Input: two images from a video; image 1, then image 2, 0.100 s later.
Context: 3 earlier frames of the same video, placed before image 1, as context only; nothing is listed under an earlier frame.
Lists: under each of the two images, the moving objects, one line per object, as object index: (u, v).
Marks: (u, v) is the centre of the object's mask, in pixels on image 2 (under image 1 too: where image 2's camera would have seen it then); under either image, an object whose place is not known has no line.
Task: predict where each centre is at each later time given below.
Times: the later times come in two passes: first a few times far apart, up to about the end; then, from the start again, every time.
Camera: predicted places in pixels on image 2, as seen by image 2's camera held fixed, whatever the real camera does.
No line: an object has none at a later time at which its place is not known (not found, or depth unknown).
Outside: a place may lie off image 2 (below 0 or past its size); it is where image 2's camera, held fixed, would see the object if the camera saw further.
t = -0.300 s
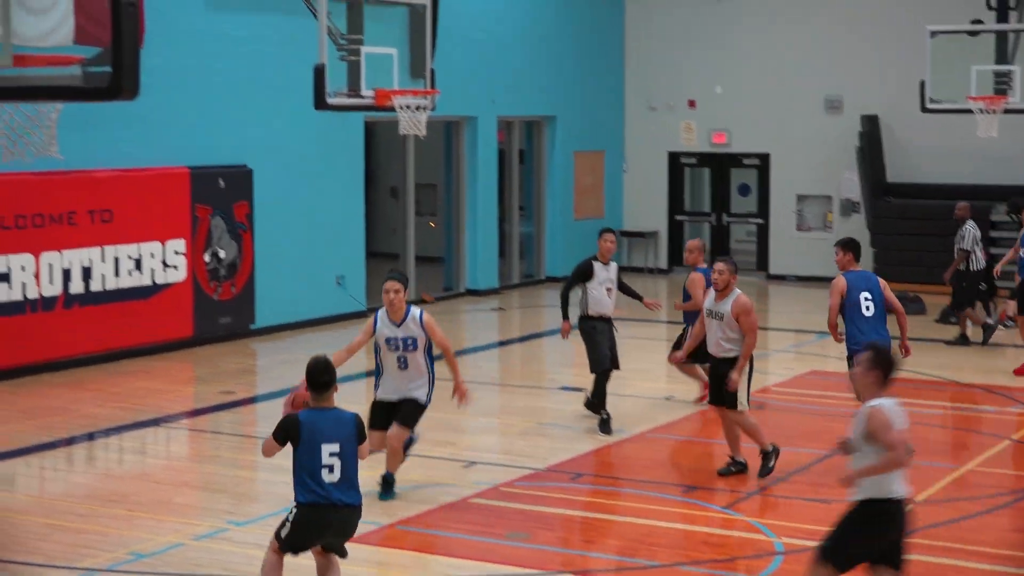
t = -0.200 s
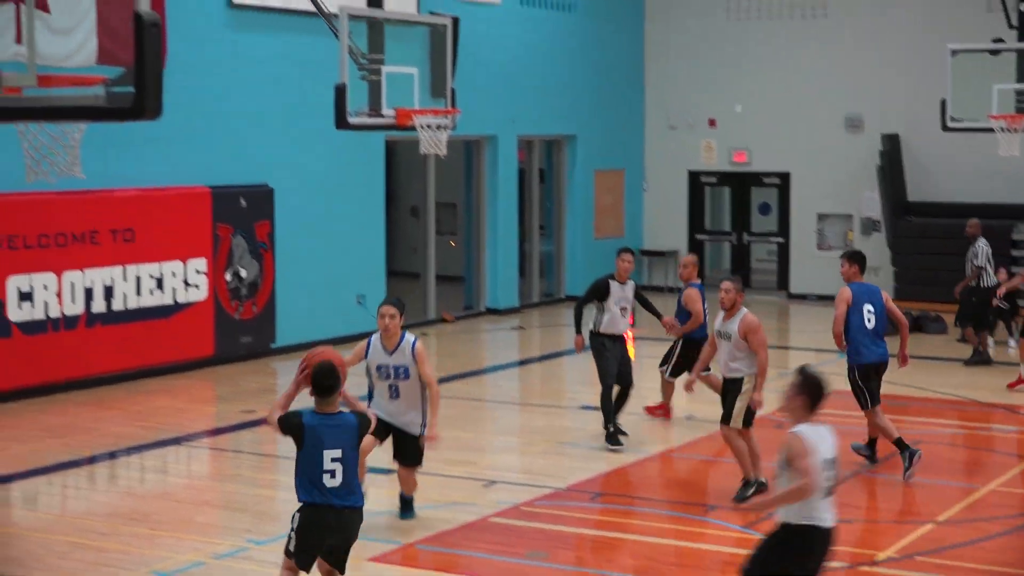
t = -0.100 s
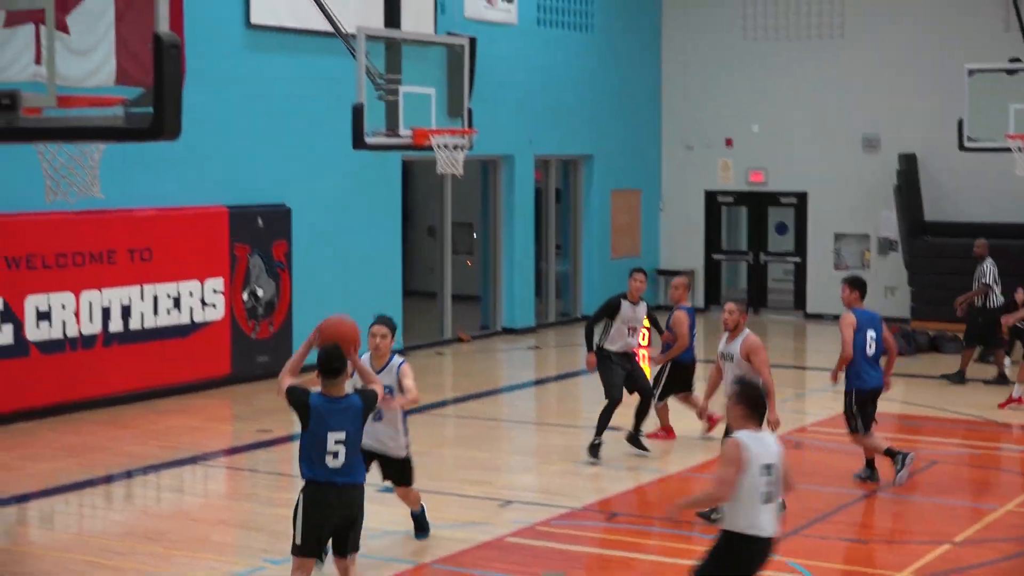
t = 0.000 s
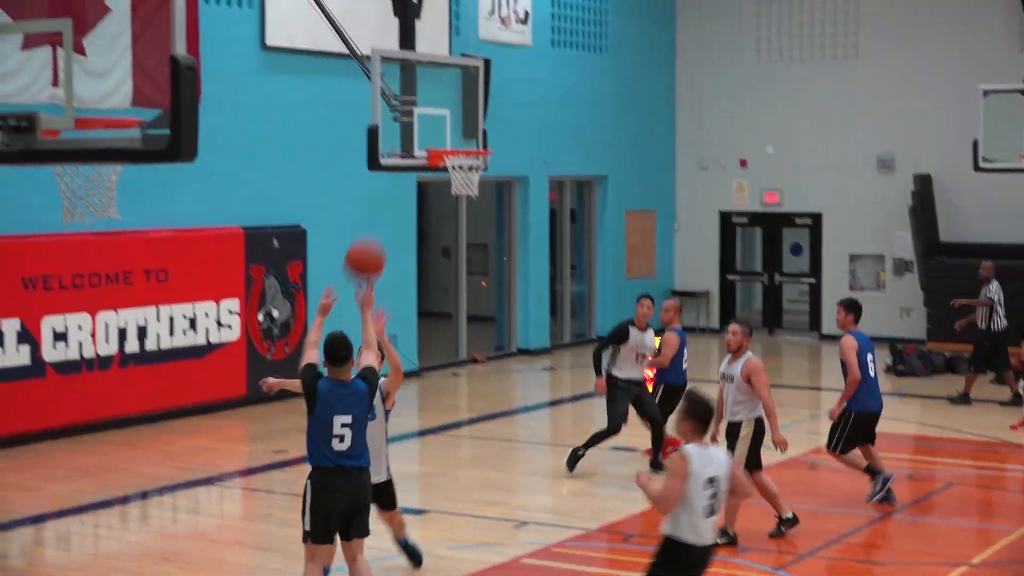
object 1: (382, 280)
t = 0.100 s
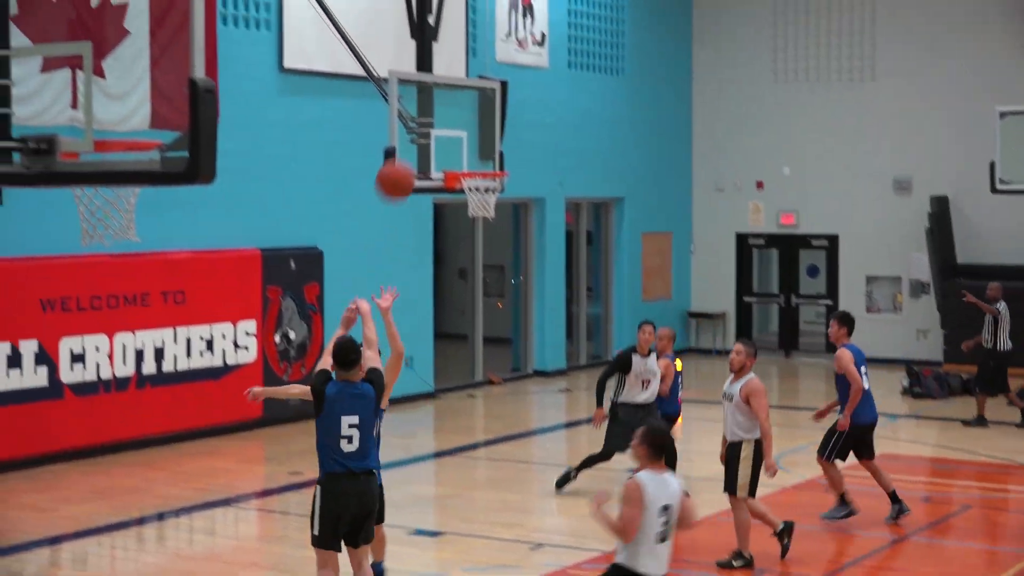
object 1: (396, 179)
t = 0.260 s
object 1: (414, 67)
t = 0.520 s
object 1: (439, -14)
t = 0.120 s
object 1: (398, 162)
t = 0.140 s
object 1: (400, 146)
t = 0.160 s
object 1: (403, 131)
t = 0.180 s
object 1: (406, 116)
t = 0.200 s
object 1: (408, 102)
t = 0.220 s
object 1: (409, 90)
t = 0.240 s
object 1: (412, 78)
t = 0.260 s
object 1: (414, 67)
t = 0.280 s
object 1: (416, 56)
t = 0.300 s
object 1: (419, 46)
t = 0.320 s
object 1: (420, 38)
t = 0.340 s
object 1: (422, 30)
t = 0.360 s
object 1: (424, 23)
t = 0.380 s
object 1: (425, 16)
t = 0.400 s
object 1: (428, 9)
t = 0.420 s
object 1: (430, 4)
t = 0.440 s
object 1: (432, -1)
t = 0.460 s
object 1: (433, -5)
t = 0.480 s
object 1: (435, -9)
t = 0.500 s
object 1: (436, -12)
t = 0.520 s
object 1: (439, -14)
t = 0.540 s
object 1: (441, -16)
